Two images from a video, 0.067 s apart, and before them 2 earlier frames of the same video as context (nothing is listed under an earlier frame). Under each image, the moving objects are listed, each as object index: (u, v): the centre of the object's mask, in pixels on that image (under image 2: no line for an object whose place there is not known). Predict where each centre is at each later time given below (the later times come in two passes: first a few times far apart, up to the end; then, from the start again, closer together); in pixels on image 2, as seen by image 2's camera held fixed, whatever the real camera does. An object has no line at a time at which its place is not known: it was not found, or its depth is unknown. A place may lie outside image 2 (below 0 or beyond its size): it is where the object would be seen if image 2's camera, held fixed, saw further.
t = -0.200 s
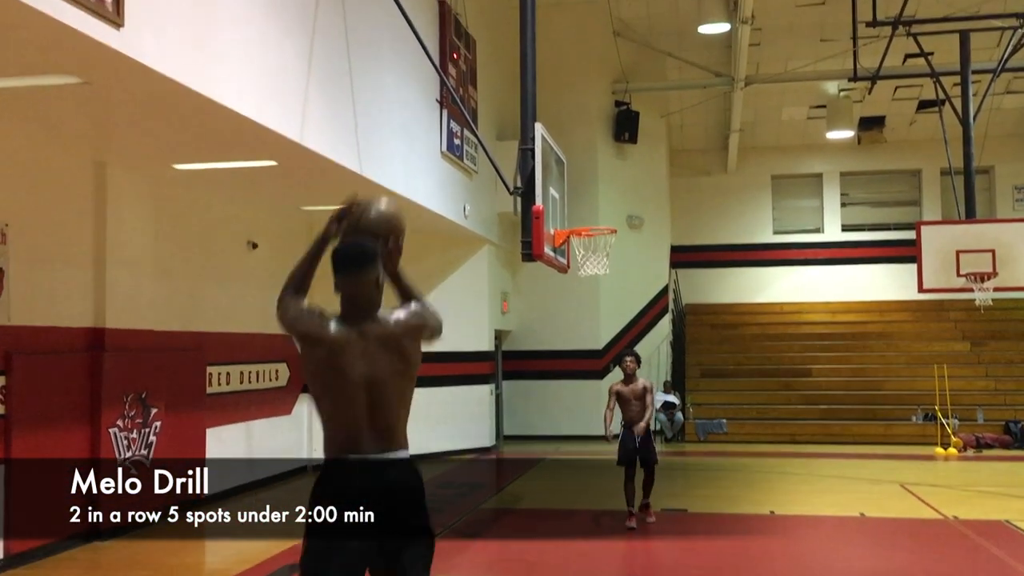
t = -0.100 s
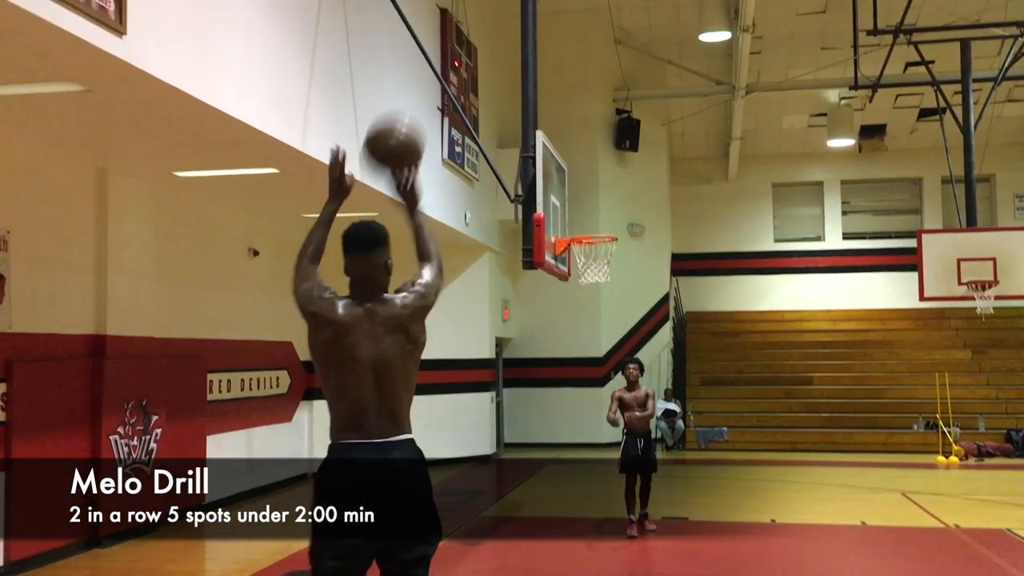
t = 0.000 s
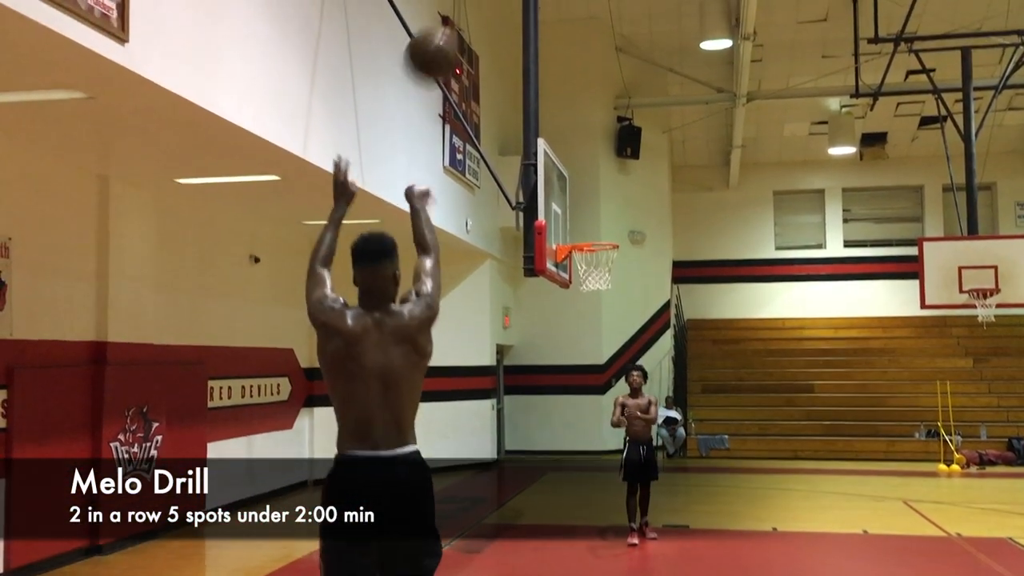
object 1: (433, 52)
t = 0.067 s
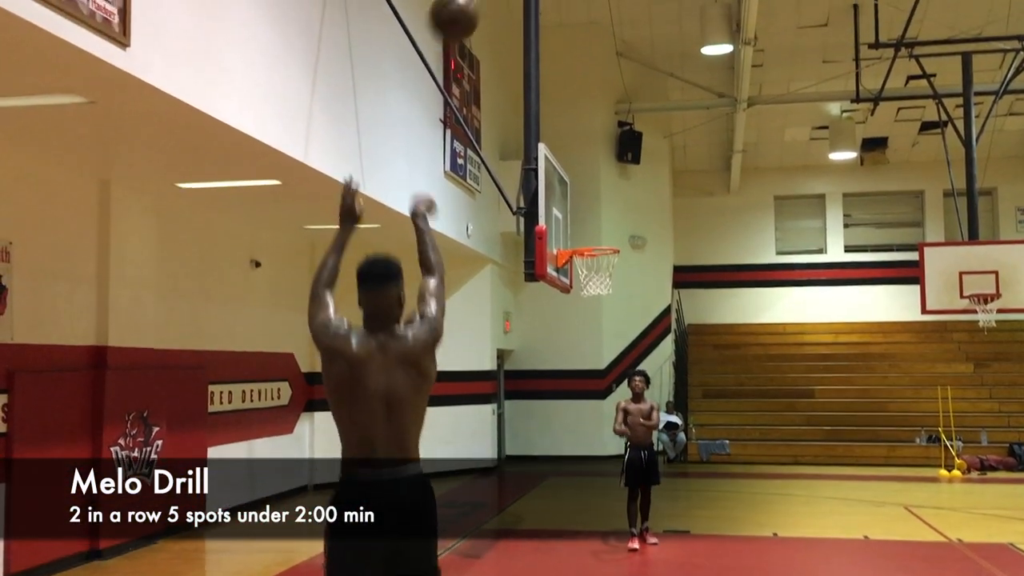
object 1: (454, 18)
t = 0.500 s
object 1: (542, -16)
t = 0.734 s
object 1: (568, 54)
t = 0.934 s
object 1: (587, 150)
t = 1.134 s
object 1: (602, 264)
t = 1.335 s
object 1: (593, 292)
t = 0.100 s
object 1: (463, 8)
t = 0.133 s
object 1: (472, 2)
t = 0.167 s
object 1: (481, -4)
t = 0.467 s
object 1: (536, -18)
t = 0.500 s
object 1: (542, -16)
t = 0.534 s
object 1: (544, -13)
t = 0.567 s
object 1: (550, -6)
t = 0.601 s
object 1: (554, 6)
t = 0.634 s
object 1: (557, 16)
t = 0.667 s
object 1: (561, 28)
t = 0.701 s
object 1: (564, 41)
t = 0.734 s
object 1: (568, 54)
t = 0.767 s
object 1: (571, 69)
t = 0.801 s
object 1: (575, 84)
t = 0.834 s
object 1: (578, 100)
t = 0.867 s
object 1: (581, 116)
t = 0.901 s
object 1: (584, 133)
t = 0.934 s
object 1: (587, 150)
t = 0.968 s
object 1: (590, 169)
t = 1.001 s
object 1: (593, 187)
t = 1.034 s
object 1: (595, 206)
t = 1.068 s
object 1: (598, 225)
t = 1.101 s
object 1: (600, 242)
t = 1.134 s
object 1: (602, 264)
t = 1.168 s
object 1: (603, 275)
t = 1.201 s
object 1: (600, 273)
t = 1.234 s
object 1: (599, 279)
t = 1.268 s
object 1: (597, 282)
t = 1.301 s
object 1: (595, 287)
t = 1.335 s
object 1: (593, 292)
